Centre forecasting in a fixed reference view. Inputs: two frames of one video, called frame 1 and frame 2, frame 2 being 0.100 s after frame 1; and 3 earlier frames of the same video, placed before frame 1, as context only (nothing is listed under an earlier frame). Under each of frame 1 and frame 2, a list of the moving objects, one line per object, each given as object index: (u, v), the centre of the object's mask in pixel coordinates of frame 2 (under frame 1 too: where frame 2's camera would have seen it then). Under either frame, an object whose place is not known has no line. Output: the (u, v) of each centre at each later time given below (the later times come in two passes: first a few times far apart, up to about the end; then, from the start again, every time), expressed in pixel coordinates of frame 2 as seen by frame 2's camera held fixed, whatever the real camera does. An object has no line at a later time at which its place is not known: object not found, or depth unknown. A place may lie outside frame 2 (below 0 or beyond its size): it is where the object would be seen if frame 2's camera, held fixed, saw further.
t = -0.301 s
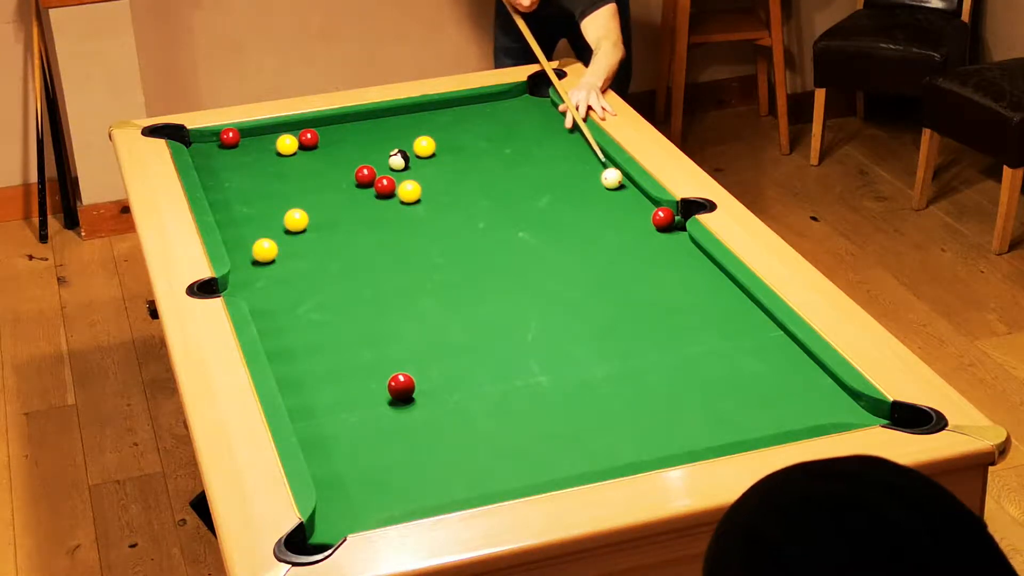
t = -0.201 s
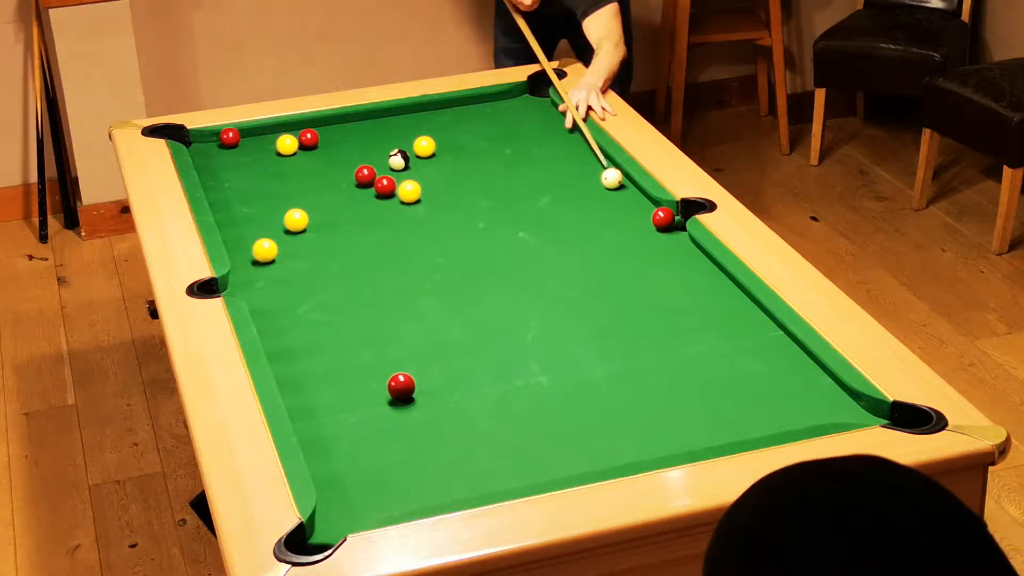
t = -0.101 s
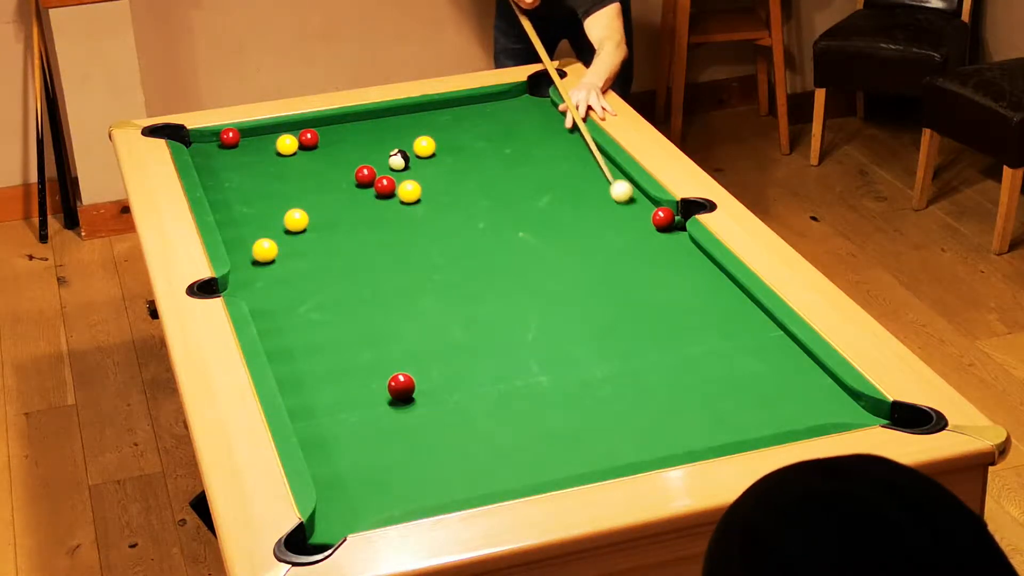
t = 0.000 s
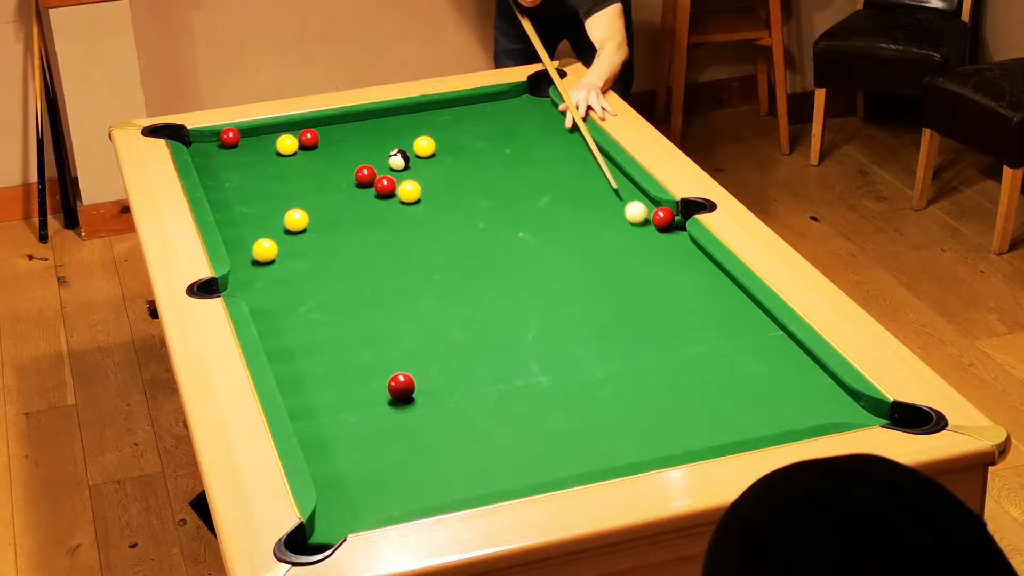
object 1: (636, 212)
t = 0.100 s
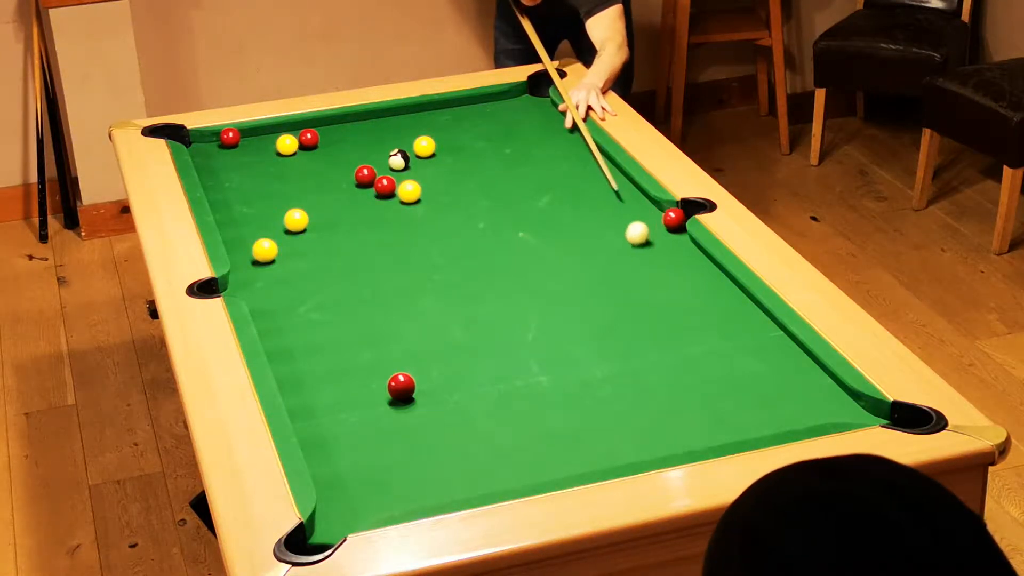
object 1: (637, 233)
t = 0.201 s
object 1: (635, 255)
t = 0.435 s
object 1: (631, 309)
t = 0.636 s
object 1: (626, 361)
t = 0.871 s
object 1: (621, 429)
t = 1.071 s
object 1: (592, 449)
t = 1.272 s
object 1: (540, 420)
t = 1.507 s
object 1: (486, 391)
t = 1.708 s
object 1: (444, 368)
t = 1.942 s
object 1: (399, 344)
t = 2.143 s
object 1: (365, 325)
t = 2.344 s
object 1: (333, 307)
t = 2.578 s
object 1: (298, 289)
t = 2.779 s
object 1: (271, 275)
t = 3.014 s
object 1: (242, 259)
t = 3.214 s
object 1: (242, 246)
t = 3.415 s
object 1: (246, 234)
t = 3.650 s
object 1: (251, 221)
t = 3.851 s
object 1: (255, 211)
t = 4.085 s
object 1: (259, 201)
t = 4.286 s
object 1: (262, 193)
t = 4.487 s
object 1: (266, 186)
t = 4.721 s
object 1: (269, 179)
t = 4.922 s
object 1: (272, 174)
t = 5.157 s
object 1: (275, 168)
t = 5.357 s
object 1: (277, 165)
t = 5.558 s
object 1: (279, 162)
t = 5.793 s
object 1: (281, 159)
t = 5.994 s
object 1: (282, 157)
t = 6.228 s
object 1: (283, 156)
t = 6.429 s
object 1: (283, 155)
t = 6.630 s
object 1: (282, 155)
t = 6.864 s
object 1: (282, 156)
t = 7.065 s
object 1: (282, 155)
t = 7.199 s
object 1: (282, 155)
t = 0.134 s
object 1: (636, 240)
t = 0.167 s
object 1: (636, 247)
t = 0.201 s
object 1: (635, 255)
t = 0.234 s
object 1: (635, 262)
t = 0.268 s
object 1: (634, 270)
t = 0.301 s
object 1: (634, 278)
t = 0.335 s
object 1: (633, 285)
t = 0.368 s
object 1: (632, 293)
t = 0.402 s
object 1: (632, 301)
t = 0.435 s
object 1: (631, 309)
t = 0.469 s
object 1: (630, 318)
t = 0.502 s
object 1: (629, 326)
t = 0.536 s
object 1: (628, 335)
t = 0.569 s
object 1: (627, 343)
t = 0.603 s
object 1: (627, 352)
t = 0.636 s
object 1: (626, 361)
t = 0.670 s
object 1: (626, 370)
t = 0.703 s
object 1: (625, 380)
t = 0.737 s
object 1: (624, 390)
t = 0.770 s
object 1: (623, 399)
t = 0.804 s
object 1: (623, 409)
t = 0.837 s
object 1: (622, 419)
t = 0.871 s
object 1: (621, 429)
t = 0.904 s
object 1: (620, 440)
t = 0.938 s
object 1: (619, 450)
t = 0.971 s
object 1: (618, 456)
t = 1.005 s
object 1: (610, 456)
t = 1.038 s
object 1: (600, 453)
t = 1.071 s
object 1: (592, 449)
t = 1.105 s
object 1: (583, 444)
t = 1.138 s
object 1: (574, 439)
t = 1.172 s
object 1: (565, 434)
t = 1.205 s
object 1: (556, 429)
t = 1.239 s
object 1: (548, 425)
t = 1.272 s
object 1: (540, 420)
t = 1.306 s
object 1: (532, 416)
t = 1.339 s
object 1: (524, 412)
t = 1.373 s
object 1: (516, 407)
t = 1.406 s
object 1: (508, 403)
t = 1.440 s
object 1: (501, 399)
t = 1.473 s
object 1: (493, 395)
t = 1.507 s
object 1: (486, 391)
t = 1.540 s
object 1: (479, 387)
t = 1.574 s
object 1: (471, 383)
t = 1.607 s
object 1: (465, 379)
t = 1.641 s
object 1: (457, 375)
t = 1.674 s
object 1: (450, 371)
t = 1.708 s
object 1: (444, 368)
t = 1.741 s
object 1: (437, 364)
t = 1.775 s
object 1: (430, 361)
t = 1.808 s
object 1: (424, 357)
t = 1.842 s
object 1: (418, 354)
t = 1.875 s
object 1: (412, 350)
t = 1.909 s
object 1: (405, 347)
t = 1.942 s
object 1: (399, 344)
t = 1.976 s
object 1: (394, 340)
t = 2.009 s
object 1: (388, 337)
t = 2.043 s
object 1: (382, 334)
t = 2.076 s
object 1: (376, 330)
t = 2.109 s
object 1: (370, 327)
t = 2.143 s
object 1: (365, 325)
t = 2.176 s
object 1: (359, 321)
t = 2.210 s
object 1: (354, 318)
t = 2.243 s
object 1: (348, 316)
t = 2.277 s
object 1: (343, 313)
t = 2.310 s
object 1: (338, 310)
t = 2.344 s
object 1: (333, 307)
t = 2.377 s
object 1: (327, 304)
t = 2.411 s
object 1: (322, 302)
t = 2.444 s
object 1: (318, 299)
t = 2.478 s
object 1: (313, 296)
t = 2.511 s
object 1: (308, 294)
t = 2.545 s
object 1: (303, 291)
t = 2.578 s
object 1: (298, 289)
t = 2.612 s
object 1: (294, 287)
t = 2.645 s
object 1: (289, 284)
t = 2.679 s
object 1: (284, 282)
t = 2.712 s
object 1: (280, 280)
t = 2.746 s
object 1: (275, 277)
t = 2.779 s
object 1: (271, 275)
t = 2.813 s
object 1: (267, 272)
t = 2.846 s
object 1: (263, 270)
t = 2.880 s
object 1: (259, 268)
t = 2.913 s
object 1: (254, 266)
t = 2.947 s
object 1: (250, 264)
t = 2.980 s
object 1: (246, 261)
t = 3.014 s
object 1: (242, 259)
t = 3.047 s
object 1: (239, 257)
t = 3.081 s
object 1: (240, 255)
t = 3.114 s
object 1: (240, 253)
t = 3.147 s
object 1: (241, 250)
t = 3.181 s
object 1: (241, 248)
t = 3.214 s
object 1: (242, 246)
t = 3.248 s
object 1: (243, 244)
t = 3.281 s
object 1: (244, 242)
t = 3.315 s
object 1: (244, 240)
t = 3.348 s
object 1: (245, 238)
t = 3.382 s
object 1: (246, 236)
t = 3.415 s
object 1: (246, 234)
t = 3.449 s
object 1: (247, 232)
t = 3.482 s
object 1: (248, 230)
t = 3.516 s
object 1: (248, 229)
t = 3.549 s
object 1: (249, 227)
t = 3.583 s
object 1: (250, 225)
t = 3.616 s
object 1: (251, 223)
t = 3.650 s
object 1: (251, 221)
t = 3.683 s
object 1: (252, 219)
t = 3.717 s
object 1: (252, 218)
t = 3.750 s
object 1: (253, 216)
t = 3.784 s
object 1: (253, 215)
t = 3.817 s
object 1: (254, 213)
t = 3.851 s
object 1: (255, 211)
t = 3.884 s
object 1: (255, 210)
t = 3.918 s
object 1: (256, 208)
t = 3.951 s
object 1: (256, 207)
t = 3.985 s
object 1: (257, 205)
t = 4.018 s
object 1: (258, 204)
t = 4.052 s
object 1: (258, 203)
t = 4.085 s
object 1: (259, 201)
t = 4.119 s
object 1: (259, 200)
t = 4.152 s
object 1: (260, 198)
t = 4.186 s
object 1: (260, 197)
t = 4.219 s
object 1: (261, 196)
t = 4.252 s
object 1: (261, 195)
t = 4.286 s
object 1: (262, 193)
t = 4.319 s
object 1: (263, 192)
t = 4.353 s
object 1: (263, 191)
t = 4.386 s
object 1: (264, 190)
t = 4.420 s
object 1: (265, 188)
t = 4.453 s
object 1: (265, 187)
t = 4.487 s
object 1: (266, 186)
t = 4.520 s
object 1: (266, 185)
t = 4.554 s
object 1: (267, 184)
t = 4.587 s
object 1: (267, 183)
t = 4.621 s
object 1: (268, 182)
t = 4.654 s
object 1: (268, 181)
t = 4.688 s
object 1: (269, 180)
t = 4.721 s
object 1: (269, 179)
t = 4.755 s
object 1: (270, 178)
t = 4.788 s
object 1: (270, 177)
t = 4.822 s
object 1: (271, 176)
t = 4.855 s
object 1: (271, 175)
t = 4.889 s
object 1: (272, 175)
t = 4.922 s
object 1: (272, 174)
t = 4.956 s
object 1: (272, 173)
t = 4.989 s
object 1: (273, 172)
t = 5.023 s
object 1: (273, 171)
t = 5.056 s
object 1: (274, 171)
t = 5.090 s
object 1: (274, 170)
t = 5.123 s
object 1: (275, 169)
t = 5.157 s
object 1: (275, 168)
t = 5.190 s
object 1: (276, 168)
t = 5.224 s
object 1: (276, 167)
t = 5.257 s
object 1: (276, 167)
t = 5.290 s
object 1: (277, 166)
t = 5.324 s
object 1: (277, 165)
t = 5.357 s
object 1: (277, 165)
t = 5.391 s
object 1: (278, 164)
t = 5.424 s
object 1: (278, 163)
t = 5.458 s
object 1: (279, 163)
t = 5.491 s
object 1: (279, 163)
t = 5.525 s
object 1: (279, 162)
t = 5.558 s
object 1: (279, 162)
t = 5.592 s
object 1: (280, 161)
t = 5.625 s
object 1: (280, 161)
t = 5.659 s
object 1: (280, 161)
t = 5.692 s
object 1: (281, 160)
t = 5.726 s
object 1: (281, 160)
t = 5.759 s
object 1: (281, 159)
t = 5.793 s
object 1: (281, 159)
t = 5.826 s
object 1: (281, 159)
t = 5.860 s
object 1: (282, 159)
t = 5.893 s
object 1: (282, 158)
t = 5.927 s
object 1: (282, 158)
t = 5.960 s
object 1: (282, 158)
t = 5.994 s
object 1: (282, 157)
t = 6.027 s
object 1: (283, 157)
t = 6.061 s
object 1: (283, 157)
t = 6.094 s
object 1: (283, 156)
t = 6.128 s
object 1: (283, 156)
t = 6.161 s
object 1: (283, 156)
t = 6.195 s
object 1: (283, 156)
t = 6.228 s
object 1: (283, 156)
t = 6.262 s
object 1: (283, 156)
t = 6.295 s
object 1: (283, 156)
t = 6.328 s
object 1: (283, 156)
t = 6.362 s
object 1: (283, 156)
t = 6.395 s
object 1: (283, 156)
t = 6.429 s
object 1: (283, 155)
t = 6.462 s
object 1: (283, 155)
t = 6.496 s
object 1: (283, 155)
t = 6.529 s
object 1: (283, 155)
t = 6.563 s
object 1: (283, 155)
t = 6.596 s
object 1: (282, 155)
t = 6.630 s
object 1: (282, 155)
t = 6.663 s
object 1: (282, 155)
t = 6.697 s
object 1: (283, 155)
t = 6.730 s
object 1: (283, 155)
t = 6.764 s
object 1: (282, 155)
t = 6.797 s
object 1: (282, 155)
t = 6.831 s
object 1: (282, 156)
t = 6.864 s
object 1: (282, 156)
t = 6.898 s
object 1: (282, 156)
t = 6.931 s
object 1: (282, 156)
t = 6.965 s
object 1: (282, 155)
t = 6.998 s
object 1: (282, 155)
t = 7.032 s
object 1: (282, 155)
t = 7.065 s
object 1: (282, 155)
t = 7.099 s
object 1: (282, 155)
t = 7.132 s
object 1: (282, 155)
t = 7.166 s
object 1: (282, 155)
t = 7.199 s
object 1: (282, 155)
